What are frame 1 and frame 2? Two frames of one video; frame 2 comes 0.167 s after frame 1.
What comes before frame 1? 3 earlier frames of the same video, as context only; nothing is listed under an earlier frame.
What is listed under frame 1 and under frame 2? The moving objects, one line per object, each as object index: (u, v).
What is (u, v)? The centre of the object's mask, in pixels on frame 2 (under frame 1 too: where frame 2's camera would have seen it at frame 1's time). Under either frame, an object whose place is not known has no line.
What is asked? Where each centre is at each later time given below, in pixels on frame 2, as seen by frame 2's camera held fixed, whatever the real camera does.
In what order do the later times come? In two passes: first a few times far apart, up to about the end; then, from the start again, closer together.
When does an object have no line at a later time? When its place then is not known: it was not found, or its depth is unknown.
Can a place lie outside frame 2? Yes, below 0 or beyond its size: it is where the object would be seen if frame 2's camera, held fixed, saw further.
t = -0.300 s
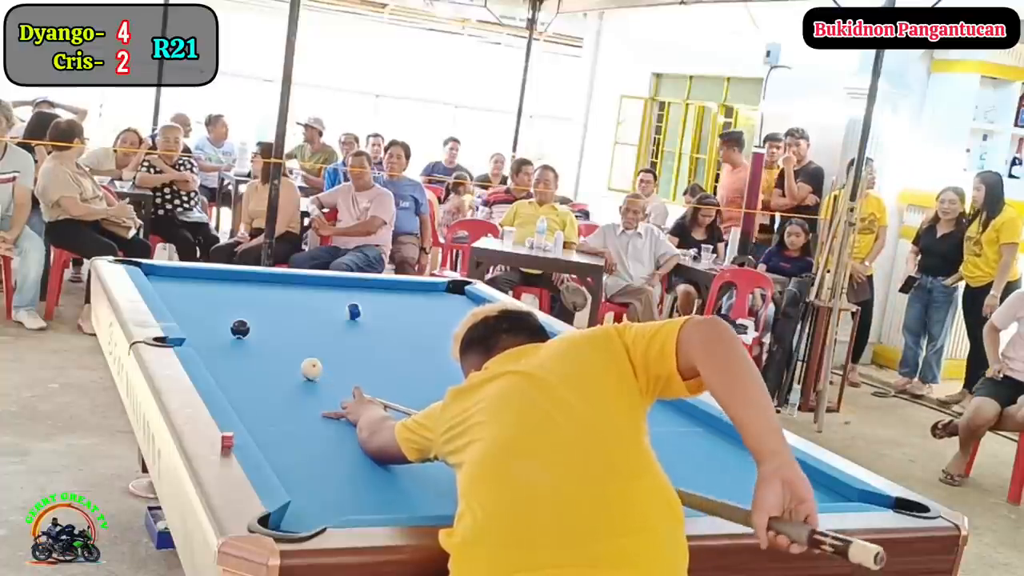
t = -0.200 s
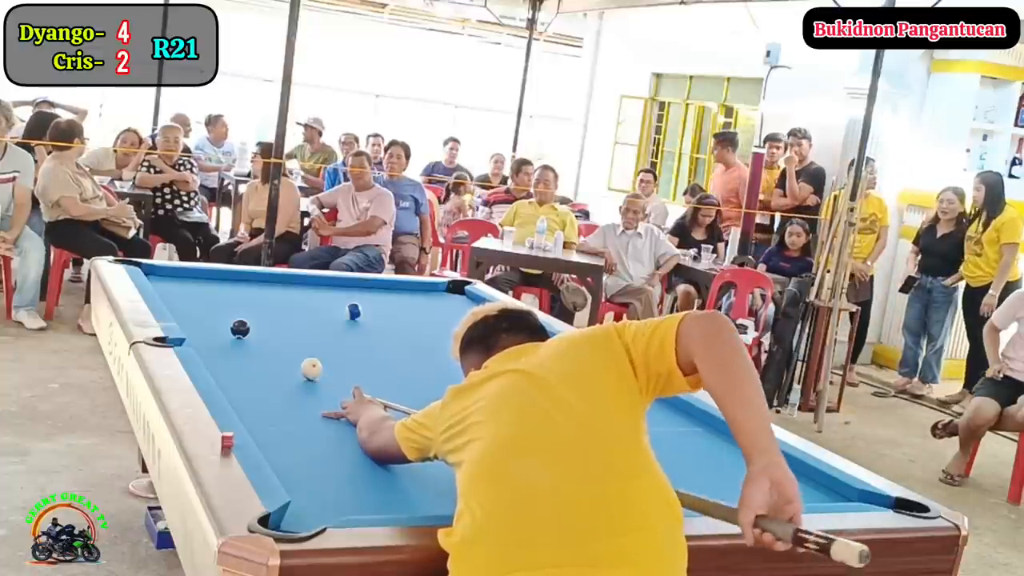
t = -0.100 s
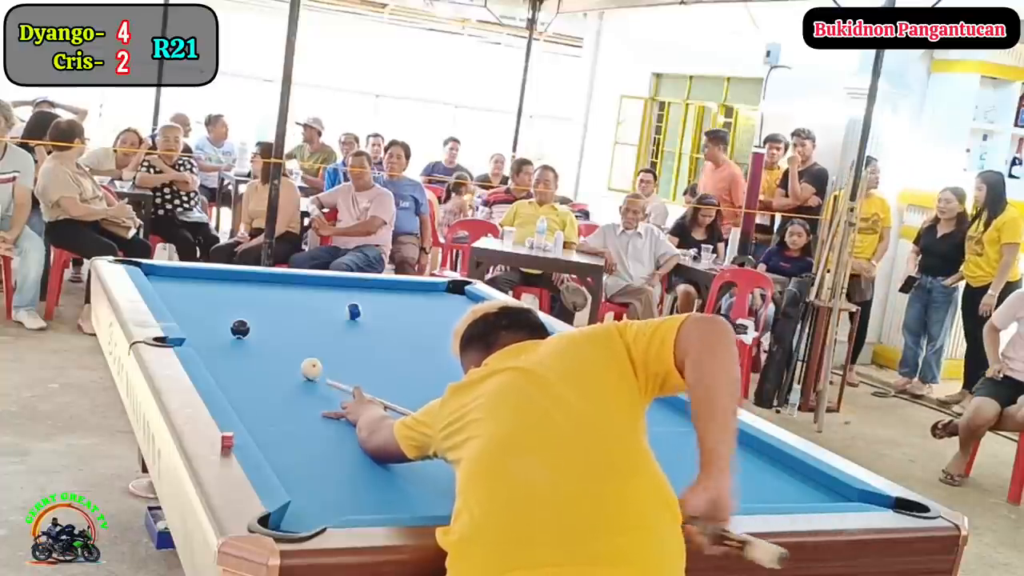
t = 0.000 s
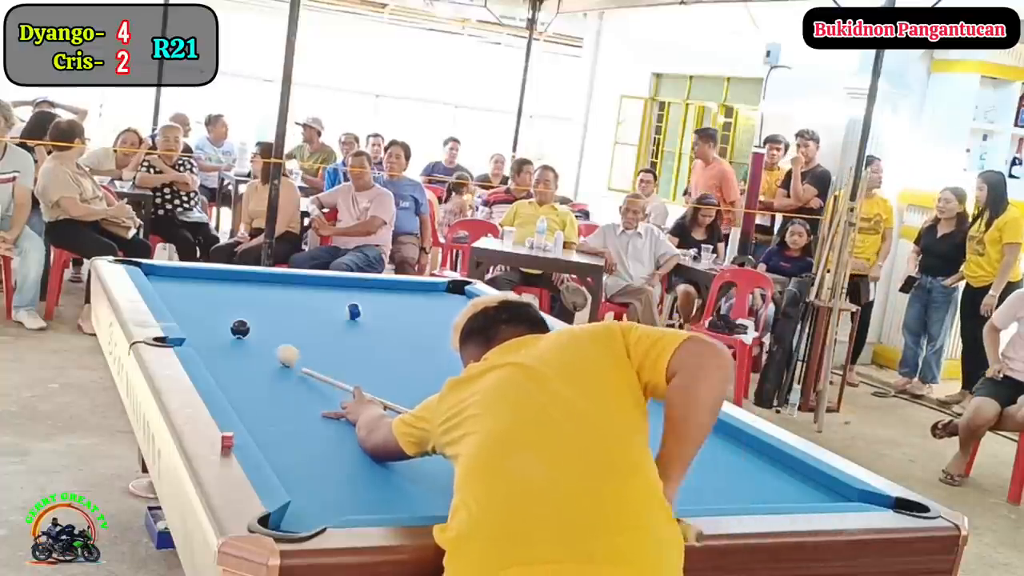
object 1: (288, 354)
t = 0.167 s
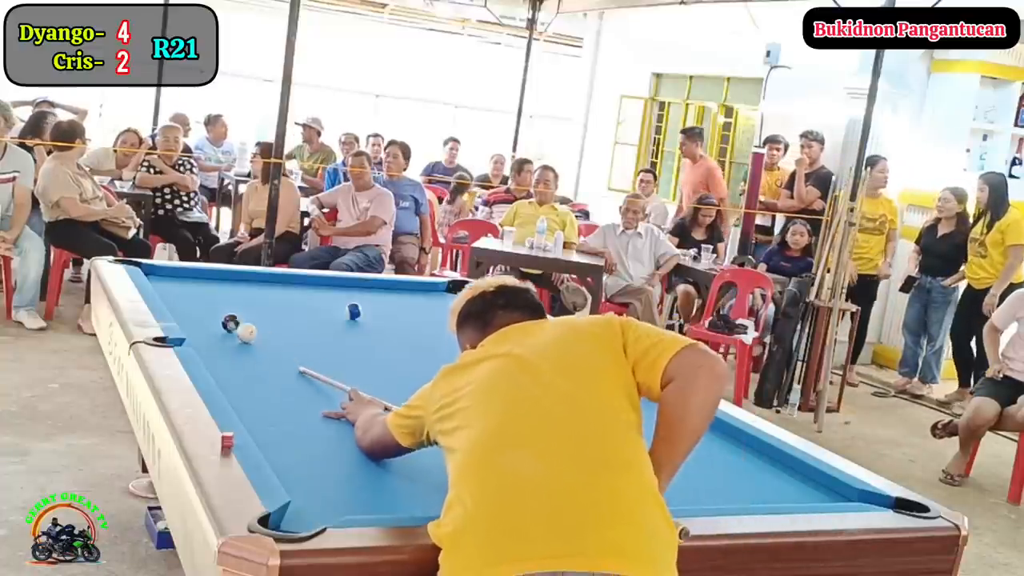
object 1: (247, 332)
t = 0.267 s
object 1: (247, 333)
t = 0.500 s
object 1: (246, 334)
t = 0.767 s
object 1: (247, 335)
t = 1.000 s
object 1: (247, 336)
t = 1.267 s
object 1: (247, 336)
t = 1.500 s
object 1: (247, 336)
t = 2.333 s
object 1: (250, 336)
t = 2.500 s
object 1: (247, 336)
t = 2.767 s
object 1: (247, 336)
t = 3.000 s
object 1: (247, 336)
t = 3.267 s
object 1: (247, 336)
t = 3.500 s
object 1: (247, 336)
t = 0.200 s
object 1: (247, 332)
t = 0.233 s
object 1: (247, 332)
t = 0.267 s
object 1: (247, 333)
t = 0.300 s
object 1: (247, 333)
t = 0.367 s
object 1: (246, 333)
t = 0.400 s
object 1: (246, 334)
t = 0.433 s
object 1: (246, 334)
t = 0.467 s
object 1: (246, 334)
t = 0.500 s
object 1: (246, 334)
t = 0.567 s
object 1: (247, 335)
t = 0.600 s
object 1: (246, 335)
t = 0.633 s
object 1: (246, 335)
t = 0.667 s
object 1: (247, 335)
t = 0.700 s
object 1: (247, 335)
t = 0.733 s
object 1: (247, 335)
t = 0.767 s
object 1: (247, 335)
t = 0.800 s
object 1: (247, 335)
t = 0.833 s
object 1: (247, 335)
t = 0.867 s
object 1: (247, 336)
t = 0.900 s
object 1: (247, 336)
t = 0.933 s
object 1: (247, 336)
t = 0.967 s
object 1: (247, 336)
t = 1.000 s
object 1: (247, 336)
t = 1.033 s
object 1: (247, 336)
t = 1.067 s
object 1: (247, 336)
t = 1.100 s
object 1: (247, 336)
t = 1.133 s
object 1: (247, 336)
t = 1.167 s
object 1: (247, 336)
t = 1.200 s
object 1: (247, 336)
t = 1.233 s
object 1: (247, 336)
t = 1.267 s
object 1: (247, 336)
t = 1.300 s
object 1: (247, 336)
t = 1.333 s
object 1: (247, 336)
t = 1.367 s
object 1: (247, 336)
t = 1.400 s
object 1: (247, 336)
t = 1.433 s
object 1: (247, 336)
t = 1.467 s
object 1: (247, 336)
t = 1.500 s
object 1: (247, 336)
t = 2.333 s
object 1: (250, 336)
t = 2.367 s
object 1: (247, 336)
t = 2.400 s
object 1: (247, 336)
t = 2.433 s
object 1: (247, 336)
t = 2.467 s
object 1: (247, 336)
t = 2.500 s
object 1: (247, 336)
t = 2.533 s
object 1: (247, 336)
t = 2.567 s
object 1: (247, 336)
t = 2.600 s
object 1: (247, 336)
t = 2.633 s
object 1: (247, 336)
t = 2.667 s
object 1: (247, 336)
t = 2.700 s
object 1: (247, 336)
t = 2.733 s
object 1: (247, 336)
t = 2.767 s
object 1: (247, 336)
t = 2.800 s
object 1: (247, 336)
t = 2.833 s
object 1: (247, 336)
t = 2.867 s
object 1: (247, 336)
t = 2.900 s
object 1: (247, 336)
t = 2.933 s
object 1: (247, 336)
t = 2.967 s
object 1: (247, 336)
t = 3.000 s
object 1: (247, 336)
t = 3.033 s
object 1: (247, 336)
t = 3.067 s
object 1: (247, 336)
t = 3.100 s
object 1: (247, 336)
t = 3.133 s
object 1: (247, 336)
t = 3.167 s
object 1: (247, 336)
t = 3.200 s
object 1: (247, 336)
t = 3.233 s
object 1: (247, 336)
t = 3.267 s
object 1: (247, 336)
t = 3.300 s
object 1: (247, 336)
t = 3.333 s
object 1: (247, 336)
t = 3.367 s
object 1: (247, 336)
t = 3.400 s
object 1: (247, 336)
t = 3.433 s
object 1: (247, 336)
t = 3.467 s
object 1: (247, 336)
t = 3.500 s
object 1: (247, 336)
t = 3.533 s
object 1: (247, 336)
